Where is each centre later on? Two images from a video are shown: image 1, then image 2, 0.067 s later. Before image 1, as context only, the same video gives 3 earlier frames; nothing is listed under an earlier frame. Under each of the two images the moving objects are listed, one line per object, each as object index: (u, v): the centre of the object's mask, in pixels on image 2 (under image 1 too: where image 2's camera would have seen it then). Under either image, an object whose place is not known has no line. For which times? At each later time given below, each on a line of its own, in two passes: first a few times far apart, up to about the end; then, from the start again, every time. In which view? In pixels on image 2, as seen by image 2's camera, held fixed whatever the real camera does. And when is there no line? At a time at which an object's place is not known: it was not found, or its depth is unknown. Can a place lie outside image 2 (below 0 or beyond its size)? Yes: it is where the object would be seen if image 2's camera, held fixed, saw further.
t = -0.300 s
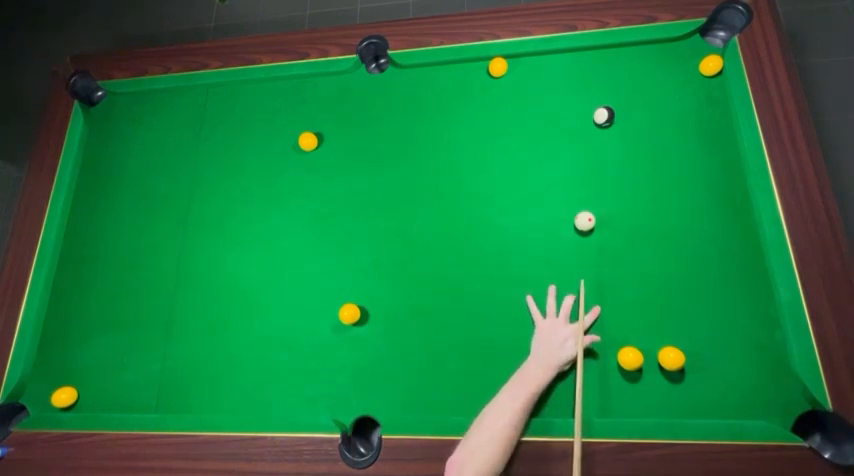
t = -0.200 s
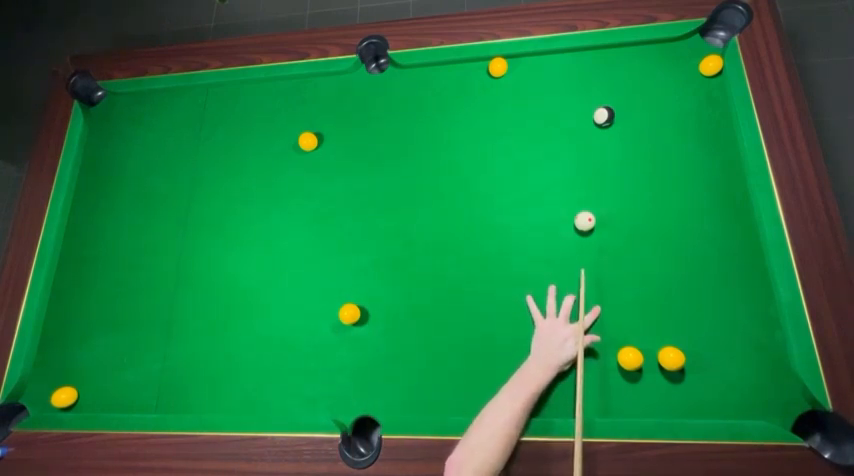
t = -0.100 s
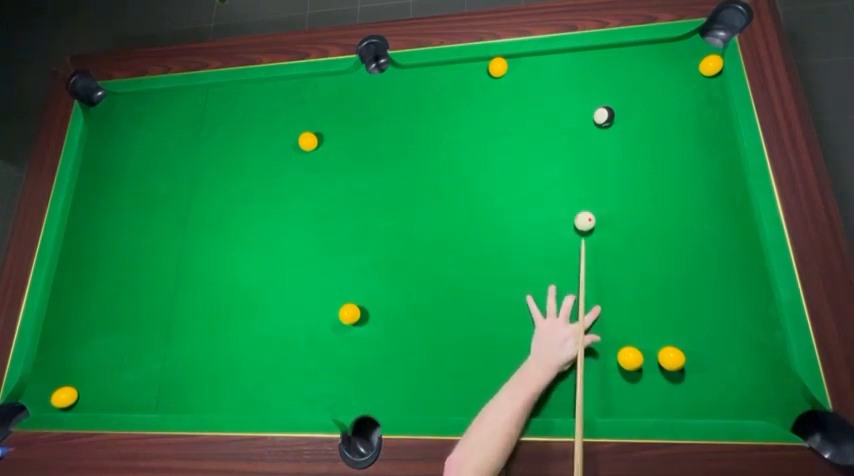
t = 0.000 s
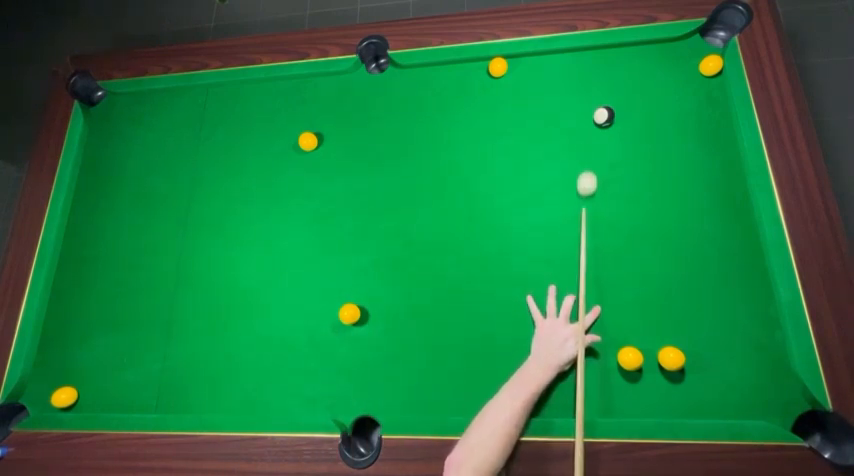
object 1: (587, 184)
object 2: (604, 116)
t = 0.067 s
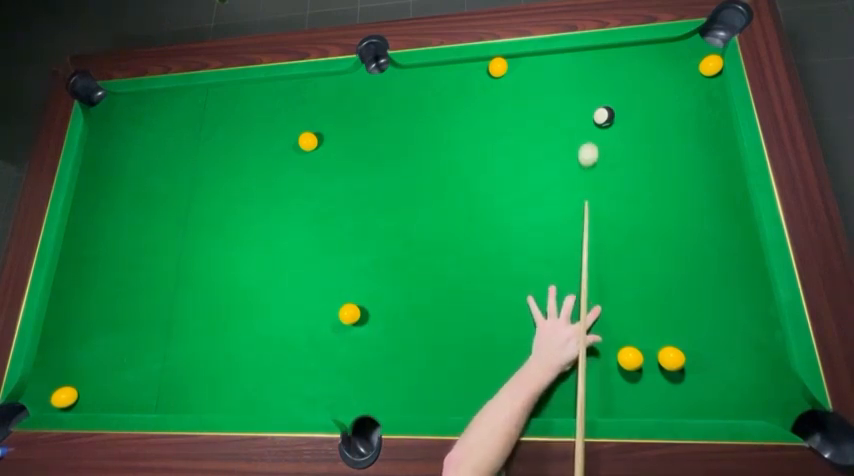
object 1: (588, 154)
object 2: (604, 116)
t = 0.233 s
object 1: (573, 110)
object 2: (617, 105)
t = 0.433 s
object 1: (545, 71)
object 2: (640, 88)
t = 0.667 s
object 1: (521, 81)
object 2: (664, 68)
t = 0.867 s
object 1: (502, 105)
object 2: (683, 53)
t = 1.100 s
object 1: (480, 132)
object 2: (702, 36)
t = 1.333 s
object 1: (459, 157)
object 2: (713, 40)
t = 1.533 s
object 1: (442, 178)
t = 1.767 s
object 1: (423, 202)
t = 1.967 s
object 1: (408, 221)
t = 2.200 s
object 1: (391, 241)
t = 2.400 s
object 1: (378, 257)
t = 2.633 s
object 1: (363, 275)
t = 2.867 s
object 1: (351, 292)
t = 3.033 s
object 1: (342, 296)
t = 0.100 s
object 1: (588, 141)
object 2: (604, 116)
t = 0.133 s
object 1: (589, 130)
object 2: (604, 116)
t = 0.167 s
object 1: (584, 122)
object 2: (607, 113)
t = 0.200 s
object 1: (578, 116)
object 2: (613, 109)
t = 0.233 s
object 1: (573, 110)
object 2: (617, 105)
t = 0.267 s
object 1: (568, 103)
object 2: (622, 102)
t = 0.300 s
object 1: (563, 96)
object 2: (626, 99)
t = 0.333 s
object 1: (559, 90)
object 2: (629, 96)
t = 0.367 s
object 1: (554, 84)
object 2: (633, 94)
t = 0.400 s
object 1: (550, 77)
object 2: (637, 91)
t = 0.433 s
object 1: (545, 71)
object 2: (640, 88)
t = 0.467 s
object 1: (541, 65)
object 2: (644, 85)
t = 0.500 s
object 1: (537, 60)
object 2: (648, 82)
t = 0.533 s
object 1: (533, 64)
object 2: (651, 79)
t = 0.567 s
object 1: (530, 69)
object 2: (654, 77)
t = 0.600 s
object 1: (527, 73)
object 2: (657, 74)
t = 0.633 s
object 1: (524, 77)
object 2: (660, 71)
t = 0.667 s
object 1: (521, 81)
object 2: (664, 68)
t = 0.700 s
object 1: (518, 85)
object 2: (668, 65)
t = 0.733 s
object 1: (514, 89)
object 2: (671, 63)
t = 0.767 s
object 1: (511, 93)
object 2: (674, 61)
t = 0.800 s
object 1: (508, 97)
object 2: (677, 58)
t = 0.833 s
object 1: (505, 101)
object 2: (680, 56)
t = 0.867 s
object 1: (502, 105)
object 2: (683, 53)
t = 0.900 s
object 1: (499, 109)
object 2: (687, 50)
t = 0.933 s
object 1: (496, 112)
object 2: (690, 47)
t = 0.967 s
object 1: (493, 117)
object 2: (693, 45)
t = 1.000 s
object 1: (490, 120)
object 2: (695, 43)
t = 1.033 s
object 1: (487, 124)
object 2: (697, 41)
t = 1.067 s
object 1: (483, 128)
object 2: (698, 40)
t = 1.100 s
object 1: (480, 132)
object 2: (702, 36)
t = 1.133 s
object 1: (477, 135)
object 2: (706, 33)
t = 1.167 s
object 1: (474, 139)
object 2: (709, 29)
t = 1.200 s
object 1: (471, 143)
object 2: (713, 26)
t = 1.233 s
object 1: (468, 147)
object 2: (713, 31)
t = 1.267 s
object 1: (465, 150)
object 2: (712, 36)
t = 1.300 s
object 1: (462, 154)
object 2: (711, 42)
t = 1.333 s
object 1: (459, 157)
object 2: (713, 40)
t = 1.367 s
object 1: (457, 161)
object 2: (716, 38)
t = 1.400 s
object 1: (454, 164)
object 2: (719, 38)
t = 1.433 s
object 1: (451, 168)
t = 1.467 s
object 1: (448, 171)
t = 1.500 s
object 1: (445, 175)
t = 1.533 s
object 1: (442, 178)
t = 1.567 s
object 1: (440, 182)
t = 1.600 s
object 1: (437, 185)
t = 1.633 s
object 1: (434, 189)
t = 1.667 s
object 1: (431, 192)
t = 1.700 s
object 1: (428, 195)
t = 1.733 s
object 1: (426, 198)
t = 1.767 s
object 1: (423, 202)
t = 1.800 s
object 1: (420, 205)
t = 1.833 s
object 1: (418, 208)
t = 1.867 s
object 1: (415, 211)
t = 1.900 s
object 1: (413, 214)
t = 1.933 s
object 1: (410, 217)
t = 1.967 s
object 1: (408, 221)
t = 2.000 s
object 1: (405, 224)
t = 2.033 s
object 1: (403, 226)
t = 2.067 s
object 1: (400, 230)
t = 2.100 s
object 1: (398, 232)
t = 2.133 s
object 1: (396, 235)
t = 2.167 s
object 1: (393, 238)
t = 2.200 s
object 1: (391, 241)
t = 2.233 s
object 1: (389, 244)
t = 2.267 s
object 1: (387, 247)
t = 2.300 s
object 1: (384, 249)
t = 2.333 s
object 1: (382, 252)
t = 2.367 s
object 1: (380, 255)
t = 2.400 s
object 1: (378, 257)
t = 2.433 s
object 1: (376, 260)
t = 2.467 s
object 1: (374, 263)
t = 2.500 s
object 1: (371, 265)
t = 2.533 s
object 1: (369, 268)
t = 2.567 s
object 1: (367, 270)
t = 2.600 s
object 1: (365, 273)
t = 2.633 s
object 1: (363, 275)
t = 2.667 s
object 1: (362, 278)
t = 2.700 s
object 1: (360, 280)
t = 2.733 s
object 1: (358, 283)
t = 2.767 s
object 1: (356, 285)
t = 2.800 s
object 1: (354, 287)
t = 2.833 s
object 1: (352, 289)
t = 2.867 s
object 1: (351, 292)
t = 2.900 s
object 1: (349, 294)
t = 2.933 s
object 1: (347, 294)
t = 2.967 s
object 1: (346, 295)
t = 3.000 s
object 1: (344, 296)
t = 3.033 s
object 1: (342, 296)
